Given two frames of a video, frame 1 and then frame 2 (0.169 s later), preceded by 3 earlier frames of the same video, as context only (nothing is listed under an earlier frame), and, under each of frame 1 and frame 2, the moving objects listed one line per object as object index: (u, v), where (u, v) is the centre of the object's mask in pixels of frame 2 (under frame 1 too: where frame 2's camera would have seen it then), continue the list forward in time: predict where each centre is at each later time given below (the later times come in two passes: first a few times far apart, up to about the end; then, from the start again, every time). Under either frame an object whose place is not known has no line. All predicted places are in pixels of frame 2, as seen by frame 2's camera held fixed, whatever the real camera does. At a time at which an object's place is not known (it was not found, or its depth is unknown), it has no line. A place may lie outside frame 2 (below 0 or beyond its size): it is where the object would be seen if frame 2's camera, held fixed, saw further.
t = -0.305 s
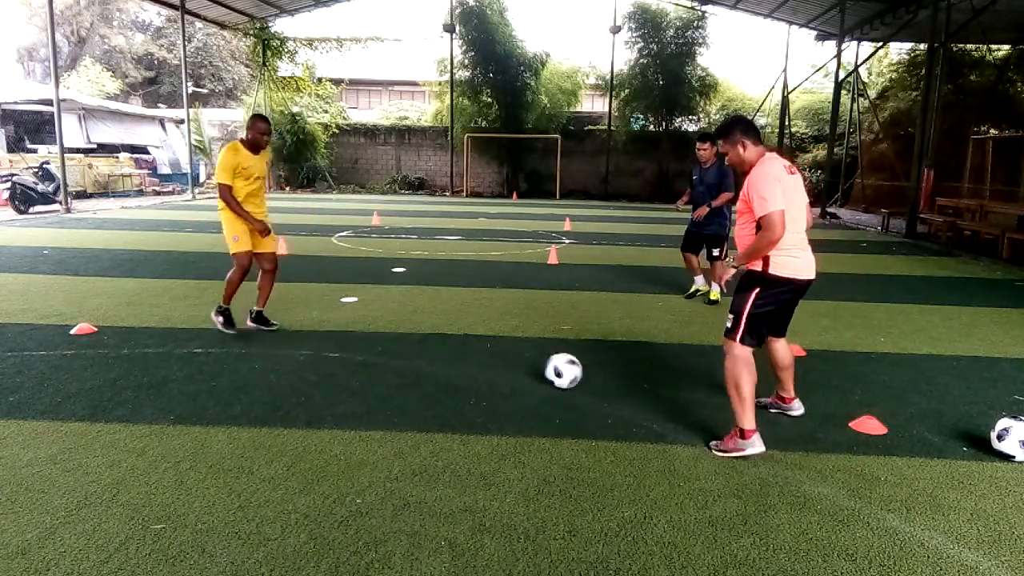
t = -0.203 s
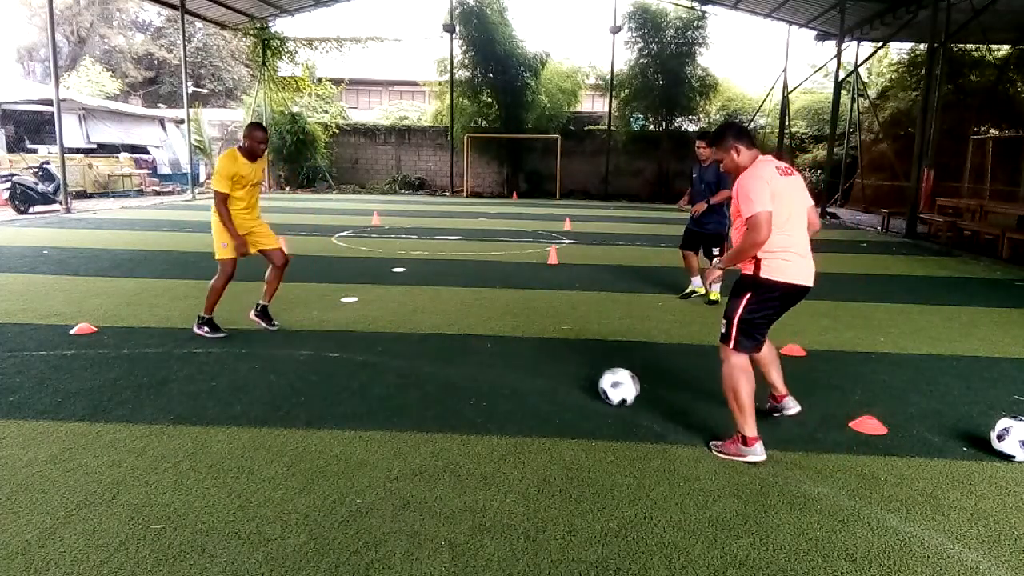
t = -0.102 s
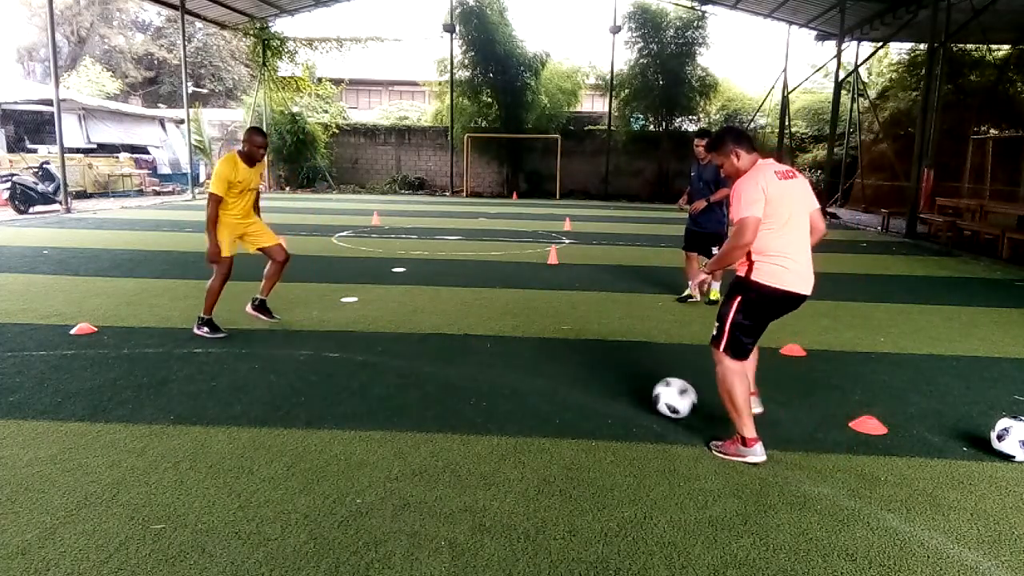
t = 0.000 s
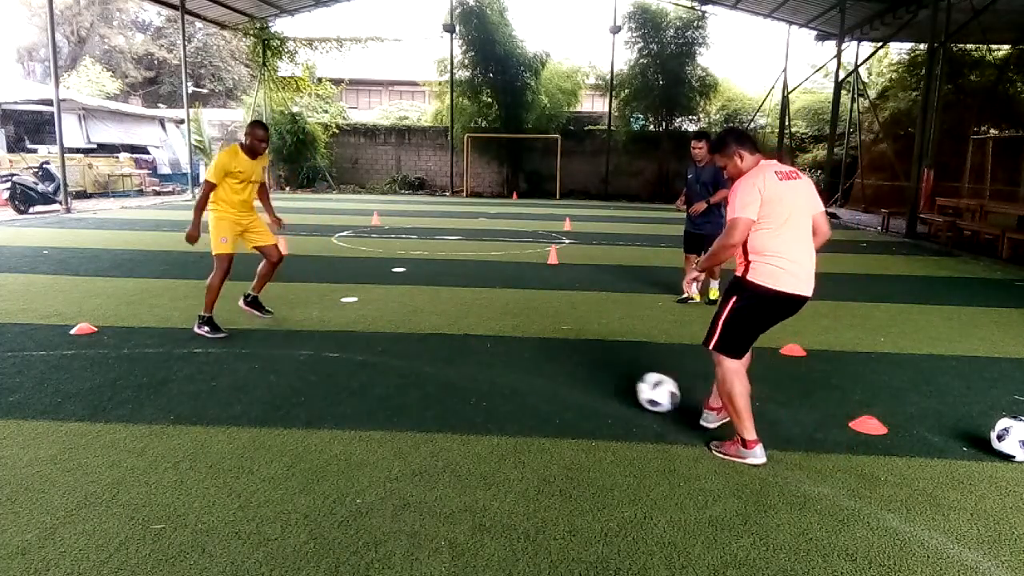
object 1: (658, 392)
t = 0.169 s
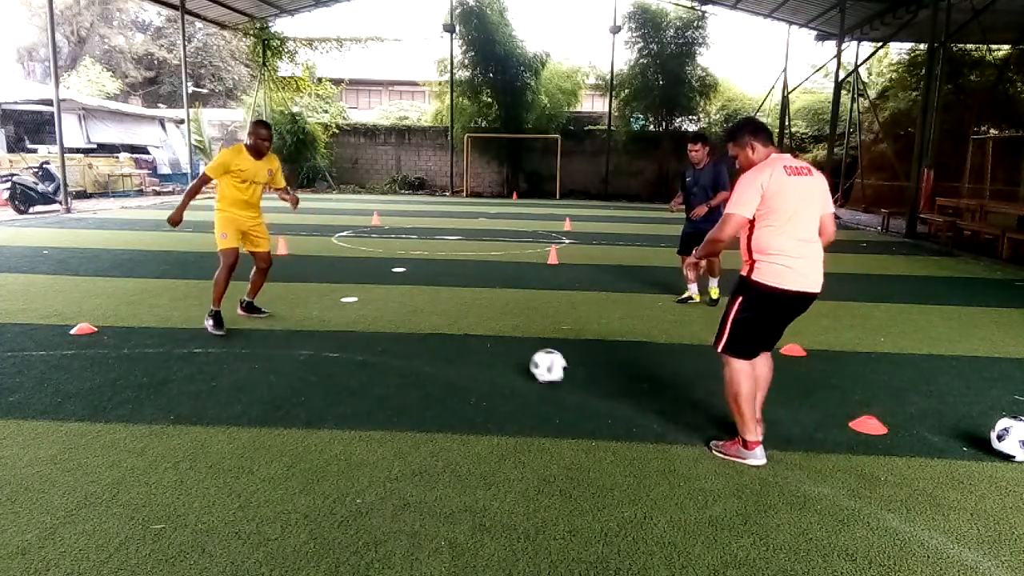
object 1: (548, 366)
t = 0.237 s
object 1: (516, 356)
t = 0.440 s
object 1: (438, 339)
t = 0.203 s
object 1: (531, 360)
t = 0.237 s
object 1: (516, 356)
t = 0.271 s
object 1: (501, 353)
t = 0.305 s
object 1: (486, 351)
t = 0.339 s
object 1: (474, 346)
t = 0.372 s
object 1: (462, 342)
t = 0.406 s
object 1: (450, 341)
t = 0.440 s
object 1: (438, 339)
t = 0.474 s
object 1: (429, 335)
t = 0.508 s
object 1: (419, 332)
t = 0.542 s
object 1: (411, 331)
